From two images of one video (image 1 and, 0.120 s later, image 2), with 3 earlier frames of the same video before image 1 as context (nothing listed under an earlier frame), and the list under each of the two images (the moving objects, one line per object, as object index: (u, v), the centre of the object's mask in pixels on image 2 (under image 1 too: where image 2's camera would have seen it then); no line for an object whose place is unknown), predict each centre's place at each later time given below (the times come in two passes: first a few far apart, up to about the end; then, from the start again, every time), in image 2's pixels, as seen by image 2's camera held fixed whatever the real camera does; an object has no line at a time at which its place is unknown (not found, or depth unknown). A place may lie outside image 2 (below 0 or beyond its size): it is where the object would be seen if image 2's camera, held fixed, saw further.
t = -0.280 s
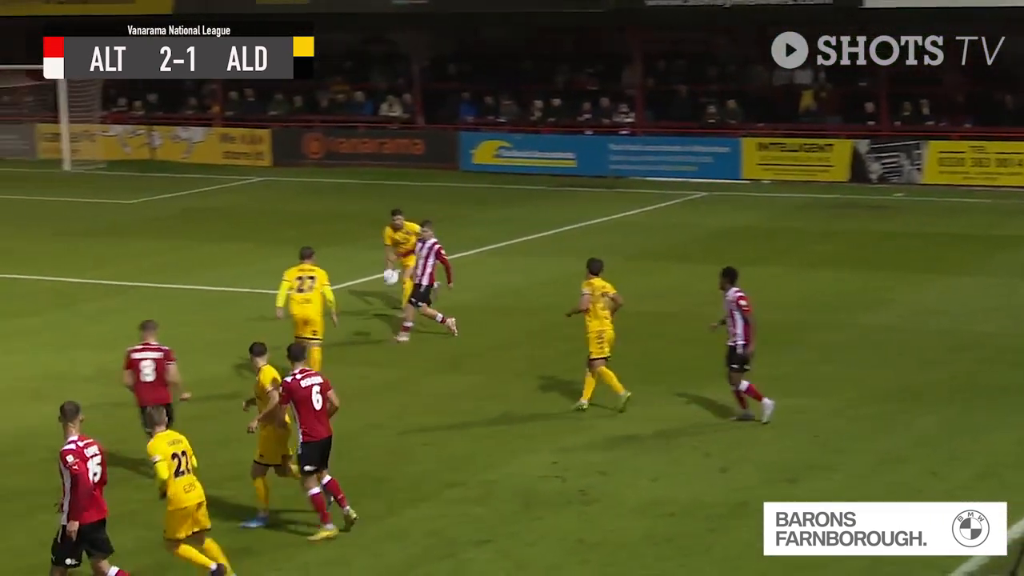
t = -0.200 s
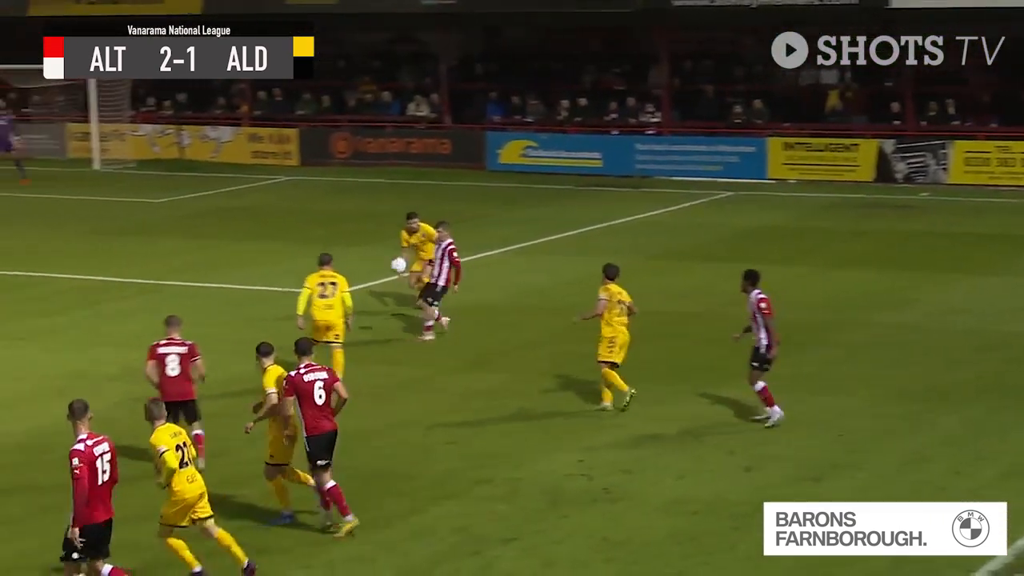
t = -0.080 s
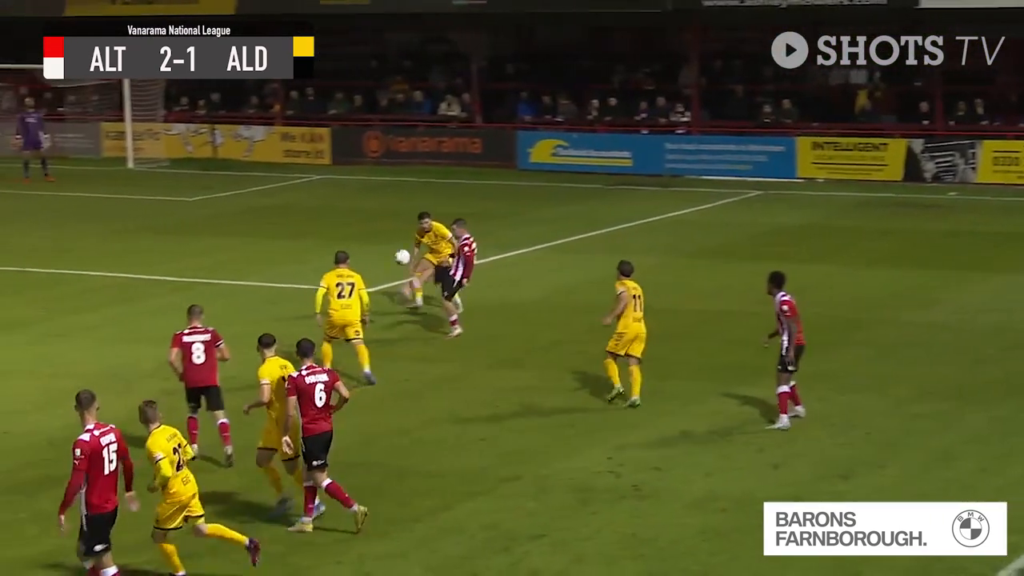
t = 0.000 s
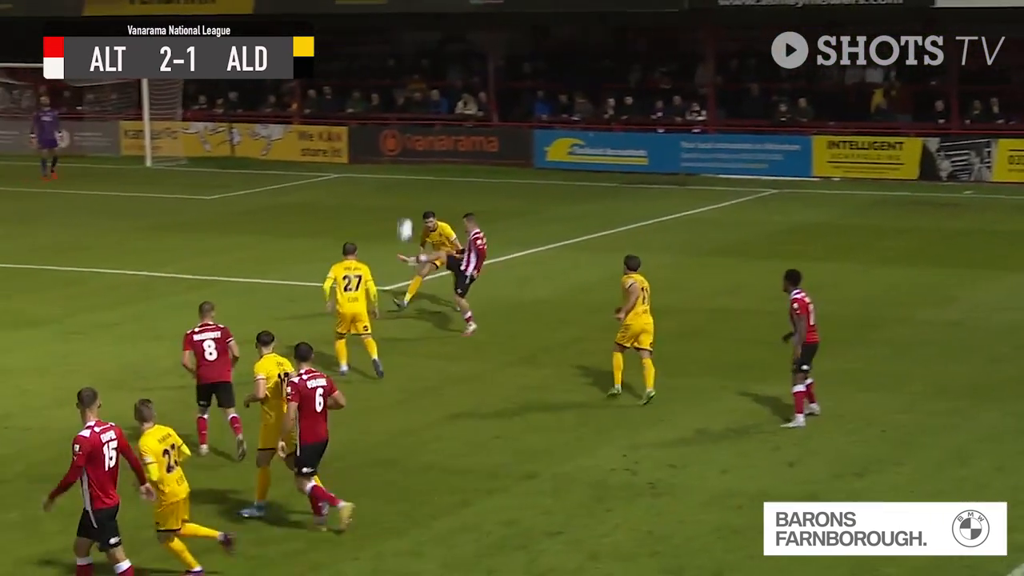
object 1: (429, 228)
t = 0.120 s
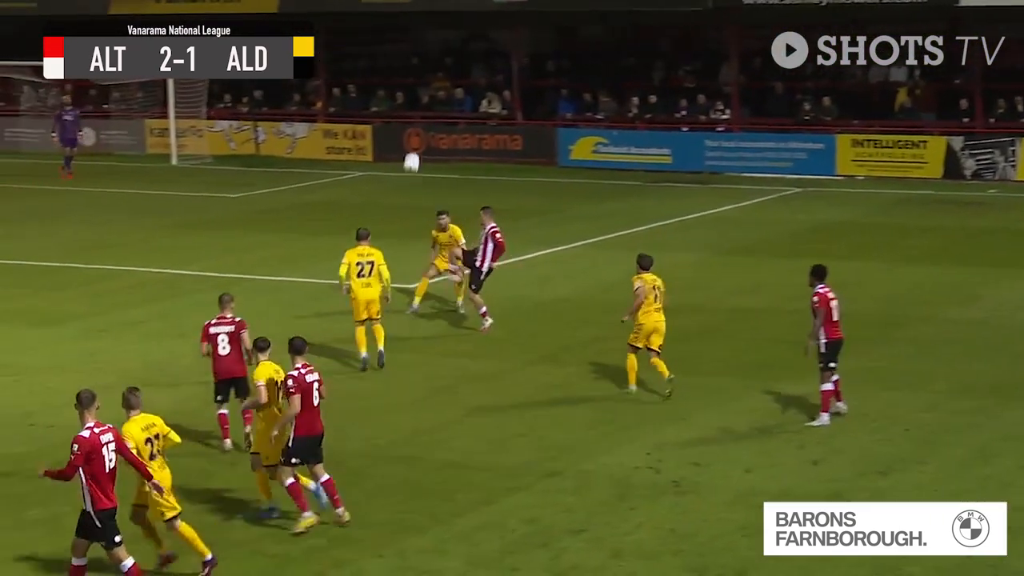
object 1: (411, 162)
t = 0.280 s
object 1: (389, 96)
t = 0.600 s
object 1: (349, 23)
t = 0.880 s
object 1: (318, 19)
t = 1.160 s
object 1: (289, 64)
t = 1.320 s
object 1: (275, 110)
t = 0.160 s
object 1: (406, 144)
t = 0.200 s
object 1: (400, 126)
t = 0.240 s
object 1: (394, 110)
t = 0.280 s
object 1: (389, 96)
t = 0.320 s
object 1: (384, 81)
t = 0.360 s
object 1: (379, 70)
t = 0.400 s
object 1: (374, 59)
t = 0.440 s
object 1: (369, 49)
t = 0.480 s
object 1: (364, 41)
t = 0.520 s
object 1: (359, 33)
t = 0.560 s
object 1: (354, 28)
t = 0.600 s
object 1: (349, 23)
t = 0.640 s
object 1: (344, 19)
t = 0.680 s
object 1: (340, 16)
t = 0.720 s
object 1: (335, 14)
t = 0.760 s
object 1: (331, 14)
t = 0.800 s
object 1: (326, 14)
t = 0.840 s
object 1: (322, 16)
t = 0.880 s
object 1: (318, 19)
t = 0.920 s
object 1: (314, 23)
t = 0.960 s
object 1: (309, 27)
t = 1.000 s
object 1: (305, 33)
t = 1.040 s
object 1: (301, 39)
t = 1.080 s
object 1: (297, 47)
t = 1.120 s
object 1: (293, 55)
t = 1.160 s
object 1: (289, 64)
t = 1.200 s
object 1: (285, 74)
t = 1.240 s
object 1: (282, 86)
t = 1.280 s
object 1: (278, 97)
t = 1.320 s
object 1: (275, 110)
